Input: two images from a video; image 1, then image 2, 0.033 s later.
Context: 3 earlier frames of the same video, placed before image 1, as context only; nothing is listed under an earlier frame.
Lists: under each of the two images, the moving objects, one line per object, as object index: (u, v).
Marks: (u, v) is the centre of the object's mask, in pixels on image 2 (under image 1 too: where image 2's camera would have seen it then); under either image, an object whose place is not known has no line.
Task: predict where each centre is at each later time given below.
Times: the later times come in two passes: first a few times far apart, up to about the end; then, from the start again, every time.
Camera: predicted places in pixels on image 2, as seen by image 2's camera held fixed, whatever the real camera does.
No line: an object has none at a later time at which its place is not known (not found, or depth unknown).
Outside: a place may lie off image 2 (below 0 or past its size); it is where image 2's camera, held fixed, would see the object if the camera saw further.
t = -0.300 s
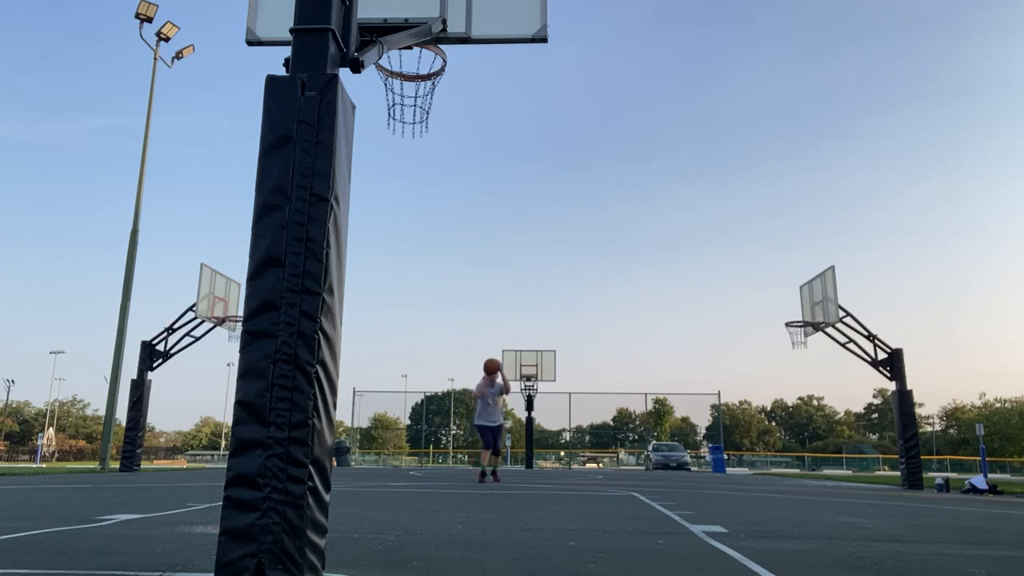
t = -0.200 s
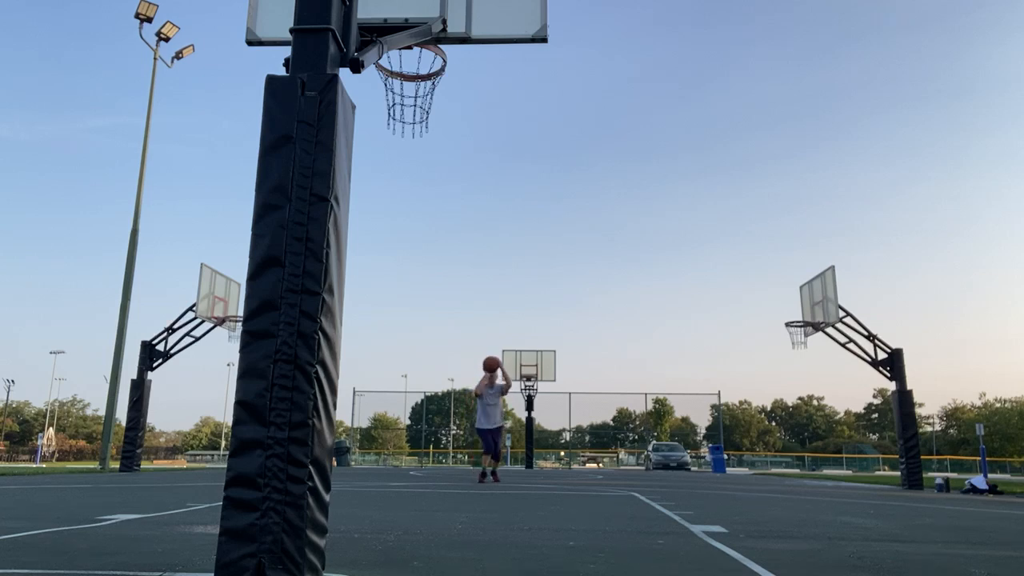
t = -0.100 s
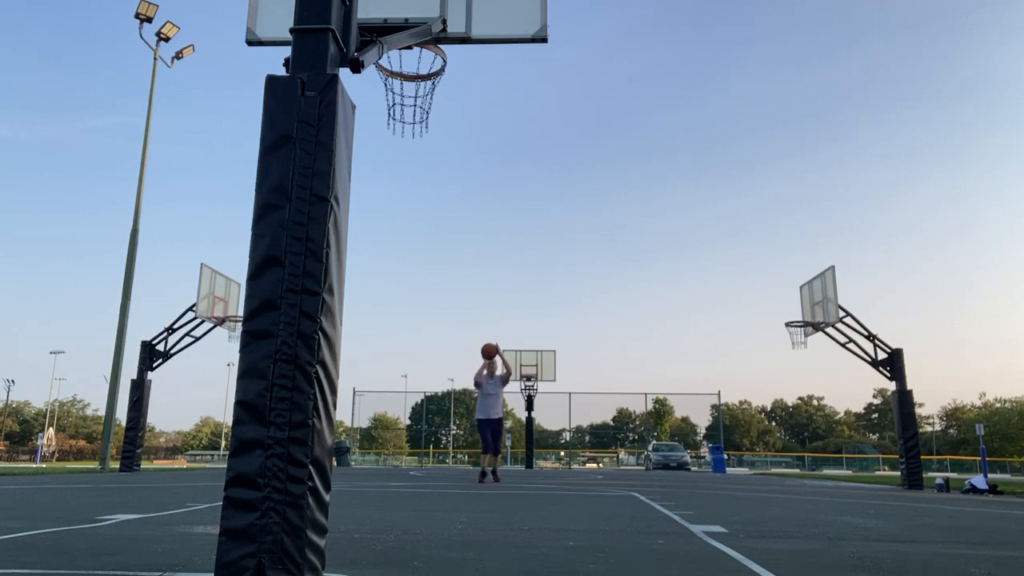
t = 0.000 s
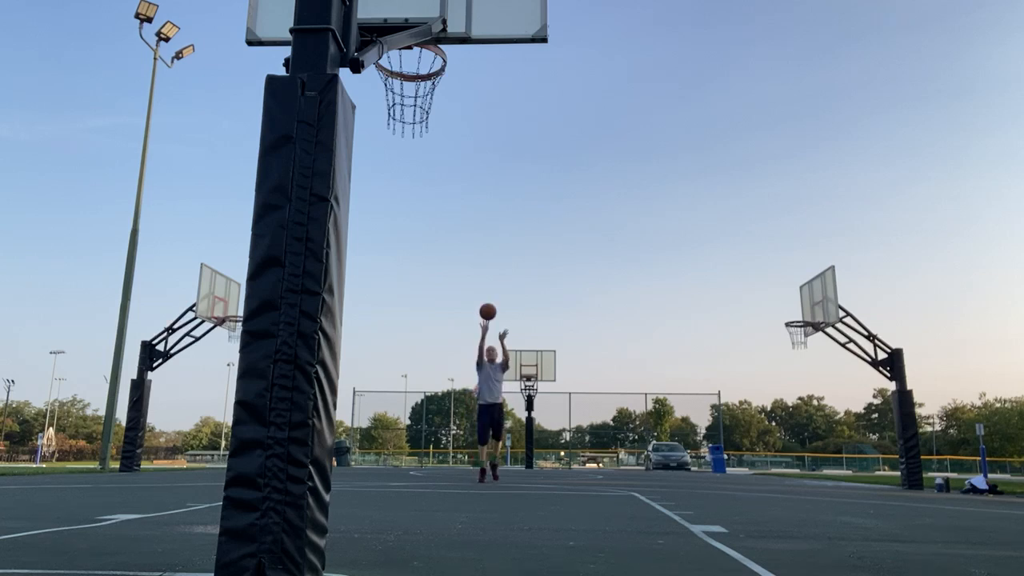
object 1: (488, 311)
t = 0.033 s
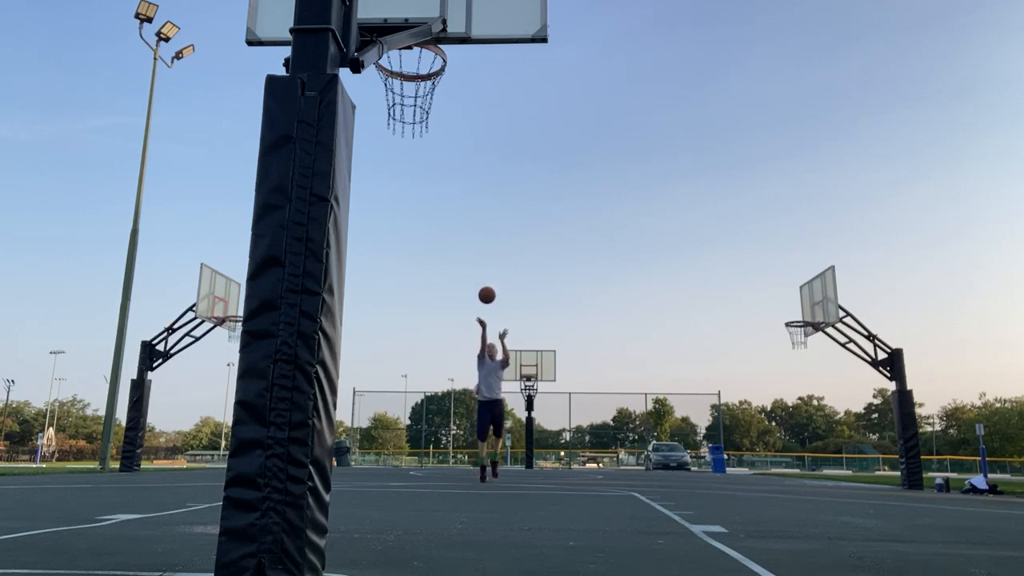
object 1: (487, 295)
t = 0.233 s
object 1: (479, 204)
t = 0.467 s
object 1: (466, 116)
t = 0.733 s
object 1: (451, 51)
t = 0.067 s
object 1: (486, 279)
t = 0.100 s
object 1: (485, 263)
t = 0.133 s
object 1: (483, 247)
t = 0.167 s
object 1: (482, 233)
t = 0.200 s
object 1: (481, 218)
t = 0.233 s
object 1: (479, 204)
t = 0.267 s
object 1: (478, 190)
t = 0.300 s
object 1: (476, 177)
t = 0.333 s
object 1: (474, 164)
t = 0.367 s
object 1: (472, 151)
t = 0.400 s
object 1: (470, 139)
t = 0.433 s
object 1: (468, 127)
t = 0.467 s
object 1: (466, 116)
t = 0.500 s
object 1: (464, 105)
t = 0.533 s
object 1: (462, 95)
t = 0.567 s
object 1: (460, 85)
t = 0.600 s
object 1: (457, 77)
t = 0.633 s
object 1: (455, 68)
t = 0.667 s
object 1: (454, 61)
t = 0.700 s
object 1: (453, 54)
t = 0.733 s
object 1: (451, 51)
